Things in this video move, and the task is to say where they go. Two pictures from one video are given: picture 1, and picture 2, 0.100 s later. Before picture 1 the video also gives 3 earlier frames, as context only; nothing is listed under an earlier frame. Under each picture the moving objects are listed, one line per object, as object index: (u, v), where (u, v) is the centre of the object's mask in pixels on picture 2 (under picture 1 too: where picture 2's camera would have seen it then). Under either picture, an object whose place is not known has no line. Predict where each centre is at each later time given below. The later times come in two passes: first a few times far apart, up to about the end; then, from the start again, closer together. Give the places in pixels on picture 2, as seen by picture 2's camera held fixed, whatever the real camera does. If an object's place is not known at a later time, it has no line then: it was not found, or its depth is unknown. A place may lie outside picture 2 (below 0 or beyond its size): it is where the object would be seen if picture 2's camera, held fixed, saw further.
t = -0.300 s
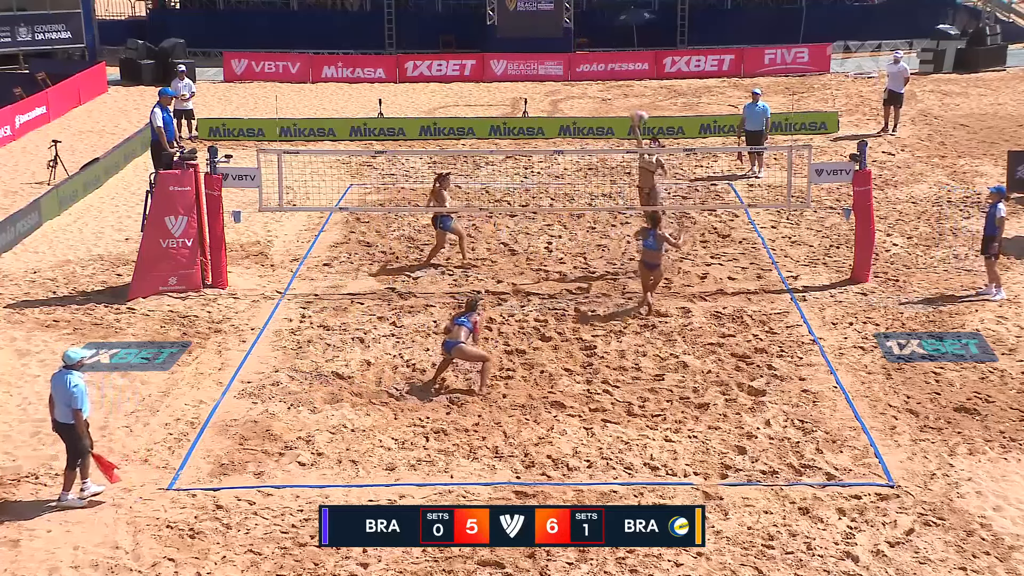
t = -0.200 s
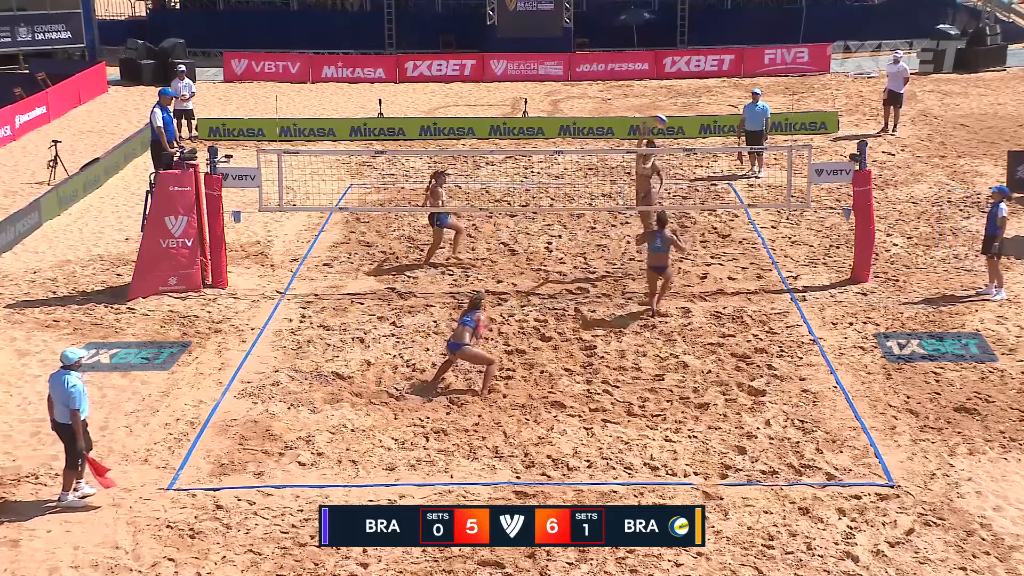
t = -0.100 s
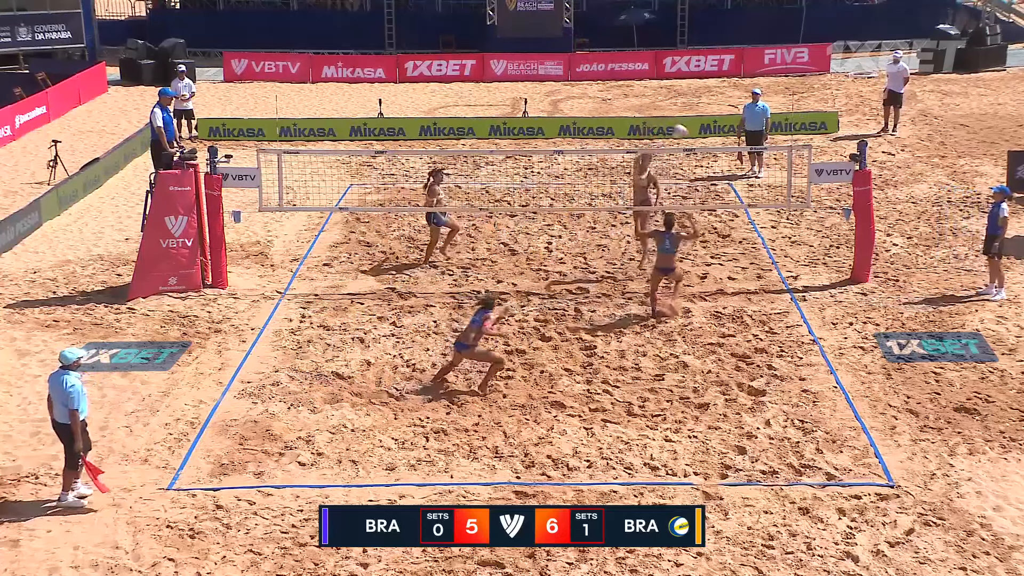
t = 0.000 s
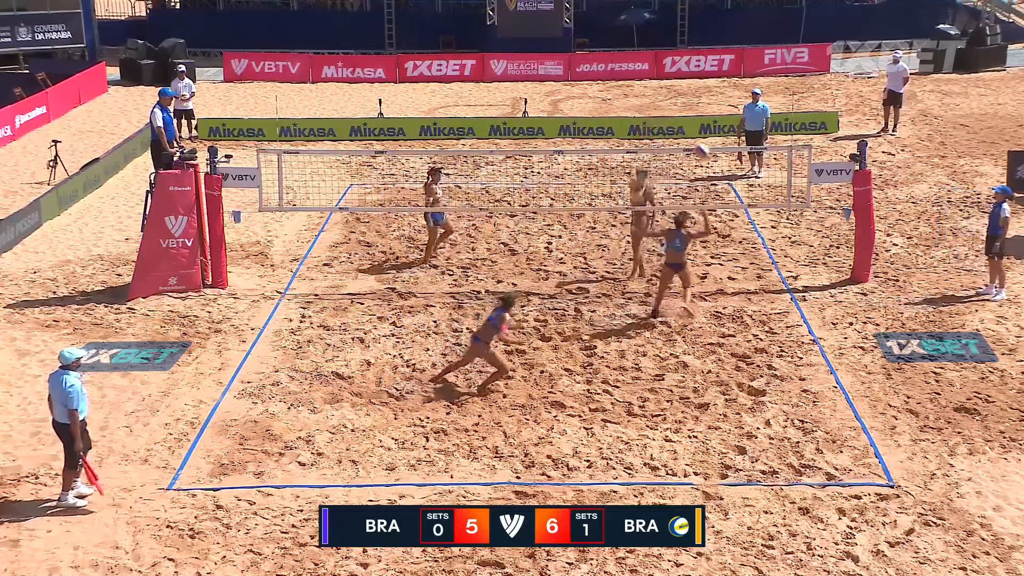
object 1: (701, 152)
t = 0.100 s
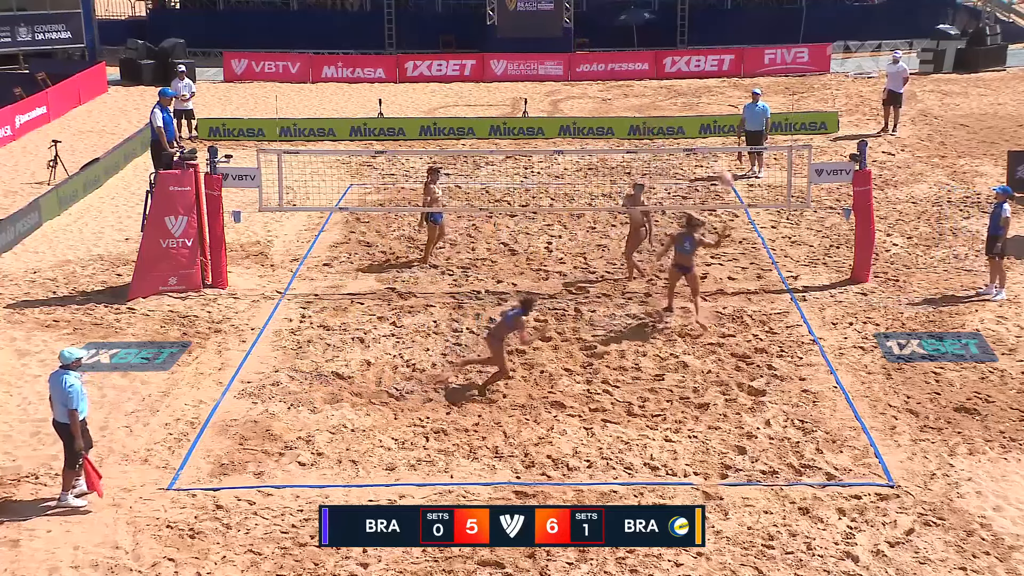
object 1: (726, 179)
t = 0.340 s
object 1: (787, 282)
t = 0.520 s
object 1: (836, 399)
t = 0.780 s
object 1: (897, 380)
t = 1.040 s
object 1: (961, 401)
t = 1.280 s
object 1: (1018, 476)
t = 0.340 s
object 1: (787, 282)
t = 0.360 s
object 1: (793, 292)
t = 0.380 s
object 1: (797, 305)
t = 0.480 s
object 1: (825, 367)
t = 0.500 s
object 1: (832, 384)
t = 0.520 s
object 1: (836, 399)
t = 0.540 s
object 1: (843, 412)
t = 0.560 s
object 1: (847, 409)
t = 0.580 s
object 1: (851, 404)
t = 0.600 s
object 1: (854, 401)
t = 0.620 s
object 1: (861, 397)
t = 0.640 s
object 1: (865, 394)
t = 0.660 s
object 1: (870, 391)
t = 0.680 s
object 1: (874, 389)
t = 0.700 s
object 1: (878, 387)
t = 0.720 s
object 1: (881, 384)
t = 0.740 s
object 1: (888, 383)
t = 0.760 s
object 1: (893, 381)
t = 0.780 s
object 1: (897, 380)
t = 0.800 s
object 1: (901, 380)
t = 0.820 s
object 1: (905, 379)
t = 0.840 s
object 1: (910, 380)
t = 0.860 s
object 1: (916, 380)
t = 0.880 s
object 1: (922, 381)
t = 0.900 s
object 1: (926, 381)
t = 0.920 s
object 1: (931, 384)
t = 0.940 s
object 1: (935, 385)
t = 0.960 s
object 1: (939, 387)
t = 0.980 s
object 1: (945, 391)
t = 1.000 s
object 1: (951, 393)
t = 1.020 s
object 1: (955, 397)
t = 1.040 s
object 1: (961, 401)
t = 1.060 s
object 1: (965, 404)
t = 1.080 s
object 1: (970, 408)
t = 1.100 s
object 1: (974, 412)
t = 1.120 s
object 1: (980, 417)
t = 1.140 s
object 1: (987, 425)
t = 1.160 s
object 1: (992, 431)
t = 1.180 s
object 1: (996, 438)
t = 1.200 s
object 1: (1002, 445)
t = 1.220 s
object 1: (1006, 452)
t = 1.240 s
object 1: (1013, 461)
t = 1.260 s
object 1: (1015, 468)
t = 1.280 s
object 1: (1018, 476)
